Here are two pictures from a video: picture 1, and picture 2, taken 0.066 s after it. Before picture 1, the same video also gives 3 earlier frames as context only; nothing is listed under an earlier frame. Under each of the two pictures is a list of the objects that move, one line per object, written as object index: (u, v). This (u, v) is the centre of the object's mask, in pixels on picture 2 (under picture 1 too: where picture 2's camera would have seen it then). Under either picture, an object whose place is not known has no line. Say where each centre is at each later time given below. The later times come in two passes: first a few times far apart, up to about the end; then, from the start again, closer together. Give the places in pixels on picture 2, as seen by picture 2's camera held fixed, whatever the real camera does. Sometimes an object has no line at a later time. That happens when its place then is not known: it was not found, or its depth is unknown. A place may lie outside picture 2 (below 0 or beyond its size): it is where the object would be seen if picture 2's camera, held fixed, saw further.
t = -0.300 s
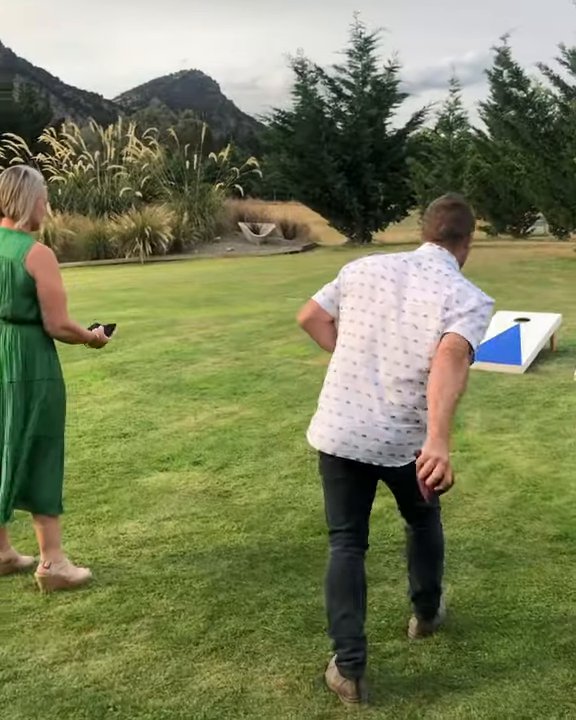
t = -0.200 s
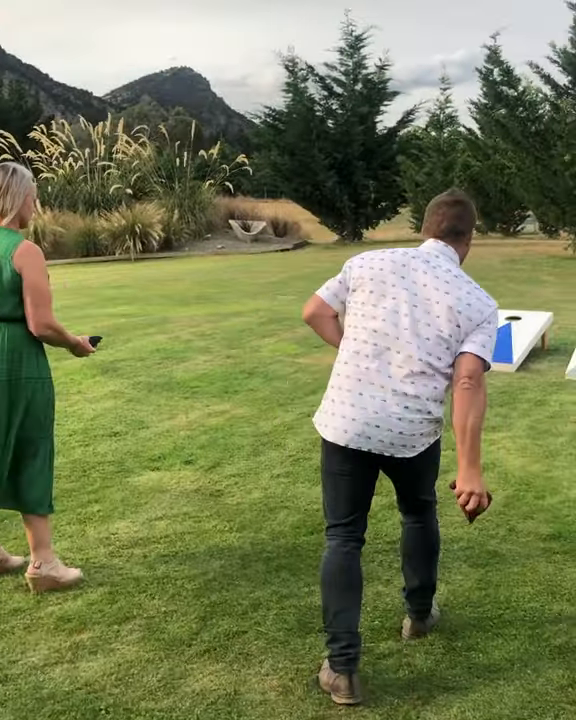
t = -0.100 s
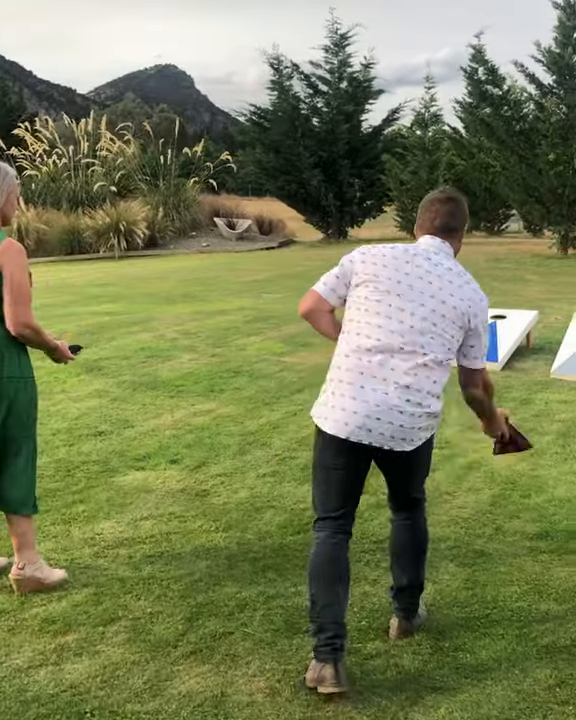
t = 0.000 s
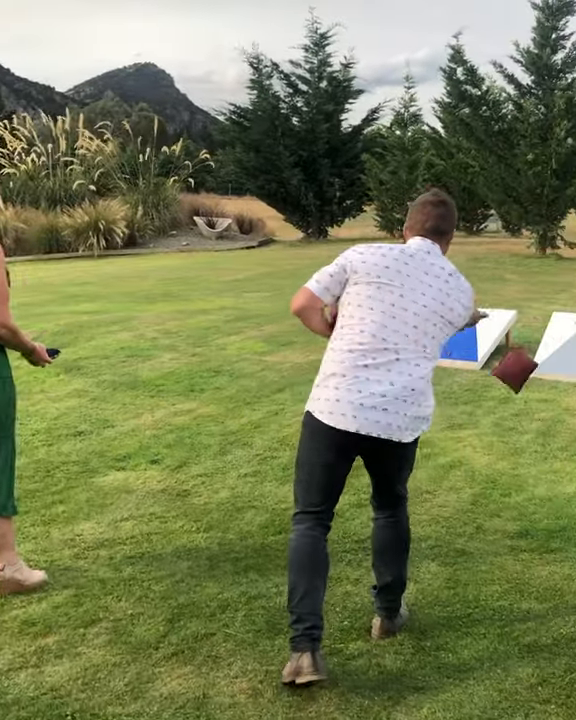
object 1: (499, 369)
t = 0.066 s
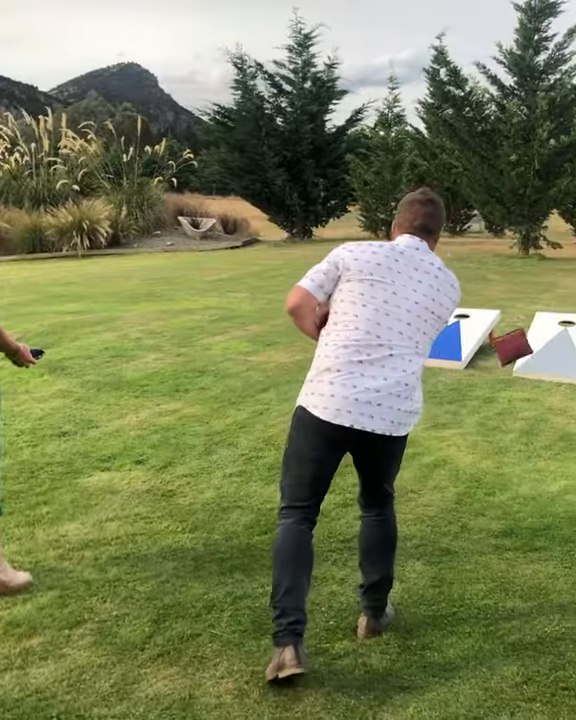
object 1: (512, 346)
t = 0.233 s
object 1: (533, 334)
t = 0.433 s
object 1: (547, 368)
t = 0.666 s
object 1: (557, 374)
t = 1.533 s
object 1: (557, 376)
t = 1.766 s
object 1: (557, 376)
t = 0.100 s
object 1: (518, 339)
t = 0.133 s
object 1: (522, 335)
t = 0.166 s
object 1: (526, 333)
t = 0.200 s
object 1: (530, 333)
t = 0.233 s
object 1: (533, 334)
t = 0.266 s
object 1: (537, 337)
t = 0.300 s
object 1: (540, 341)
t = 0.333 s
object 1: (542, 347)
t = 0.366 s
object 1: (544, 353)
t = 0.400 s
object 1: (546, 360)
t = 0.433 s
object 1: (547, 368)
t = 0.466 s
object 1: (549, 377)
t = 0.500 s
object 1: (550, 385)
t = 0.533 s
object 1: (554, 384)
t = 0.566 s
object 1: (555, 378)
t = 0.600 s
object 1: (556, 374)
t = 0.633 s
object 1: (556, 374)
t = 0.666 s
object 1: (557, 374)
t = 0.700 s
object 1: (558, 374)
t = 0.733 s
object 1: (557, 374)
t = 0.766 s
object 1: (557, 374)
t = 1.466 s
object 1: (557, 376)
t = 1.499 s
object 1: (557, 376)
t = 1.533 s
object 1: (557, 376)
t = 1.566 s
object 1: (557, 377)
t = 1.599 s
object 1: (557, 376)
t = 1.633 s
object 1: (557, 376)
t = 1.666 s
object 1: (557, 376)
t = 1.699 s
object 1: (557, 376)
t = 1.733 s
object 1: (557, 376)
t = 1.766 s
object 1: (557, 376)
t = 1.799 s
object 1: (557, 376)
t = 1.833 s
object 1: (557, 376)
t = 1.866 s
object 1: (557, 376)
